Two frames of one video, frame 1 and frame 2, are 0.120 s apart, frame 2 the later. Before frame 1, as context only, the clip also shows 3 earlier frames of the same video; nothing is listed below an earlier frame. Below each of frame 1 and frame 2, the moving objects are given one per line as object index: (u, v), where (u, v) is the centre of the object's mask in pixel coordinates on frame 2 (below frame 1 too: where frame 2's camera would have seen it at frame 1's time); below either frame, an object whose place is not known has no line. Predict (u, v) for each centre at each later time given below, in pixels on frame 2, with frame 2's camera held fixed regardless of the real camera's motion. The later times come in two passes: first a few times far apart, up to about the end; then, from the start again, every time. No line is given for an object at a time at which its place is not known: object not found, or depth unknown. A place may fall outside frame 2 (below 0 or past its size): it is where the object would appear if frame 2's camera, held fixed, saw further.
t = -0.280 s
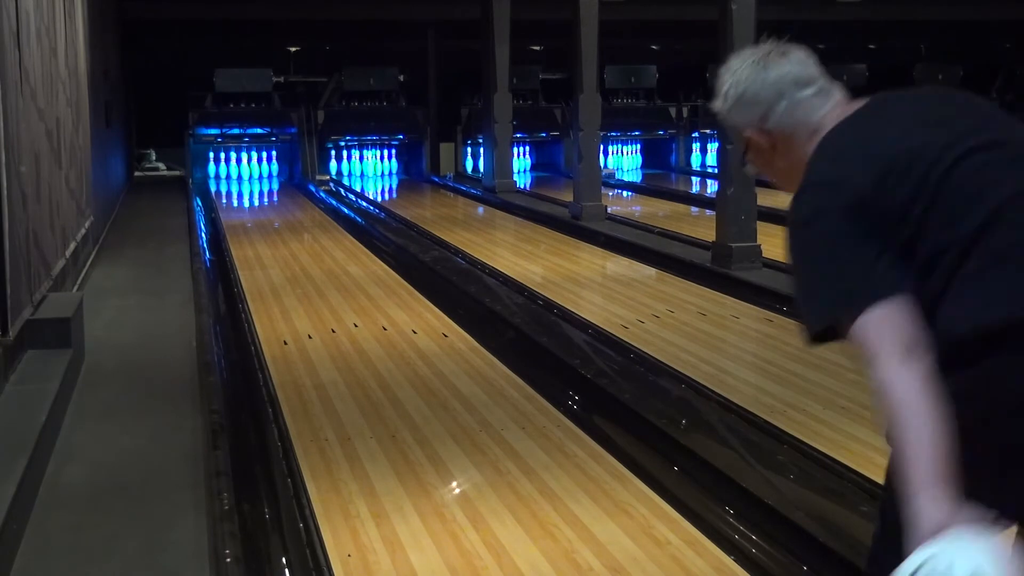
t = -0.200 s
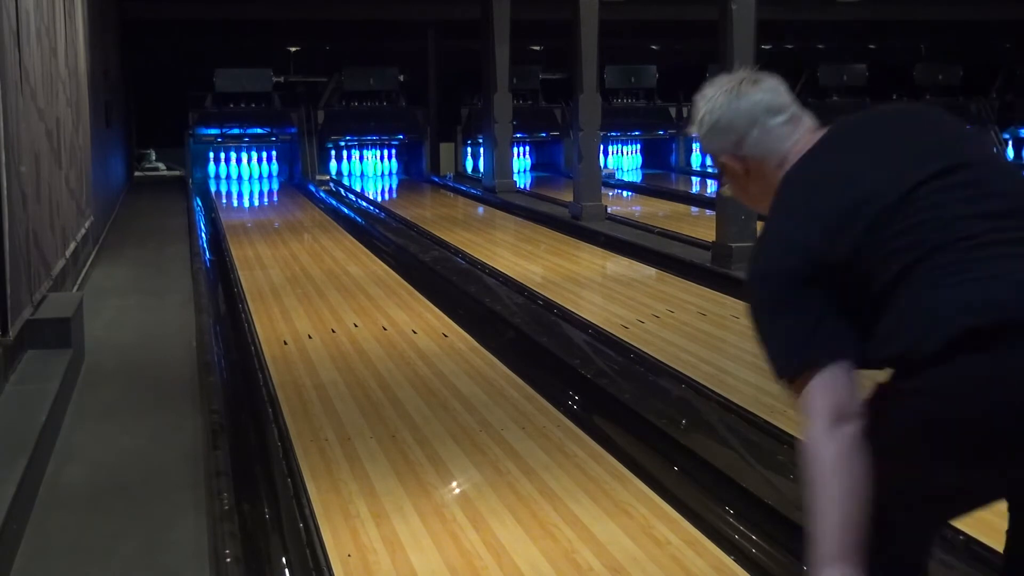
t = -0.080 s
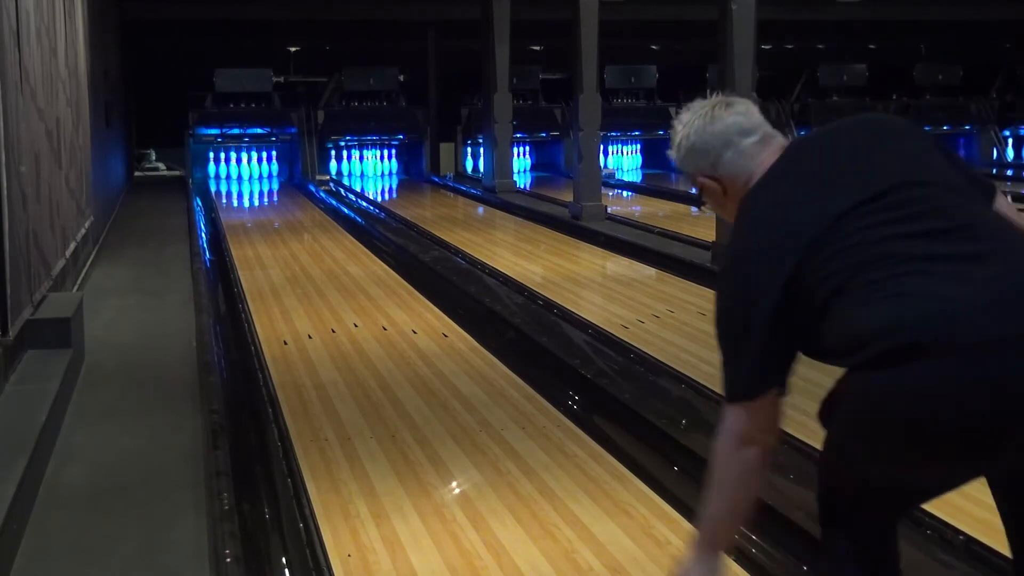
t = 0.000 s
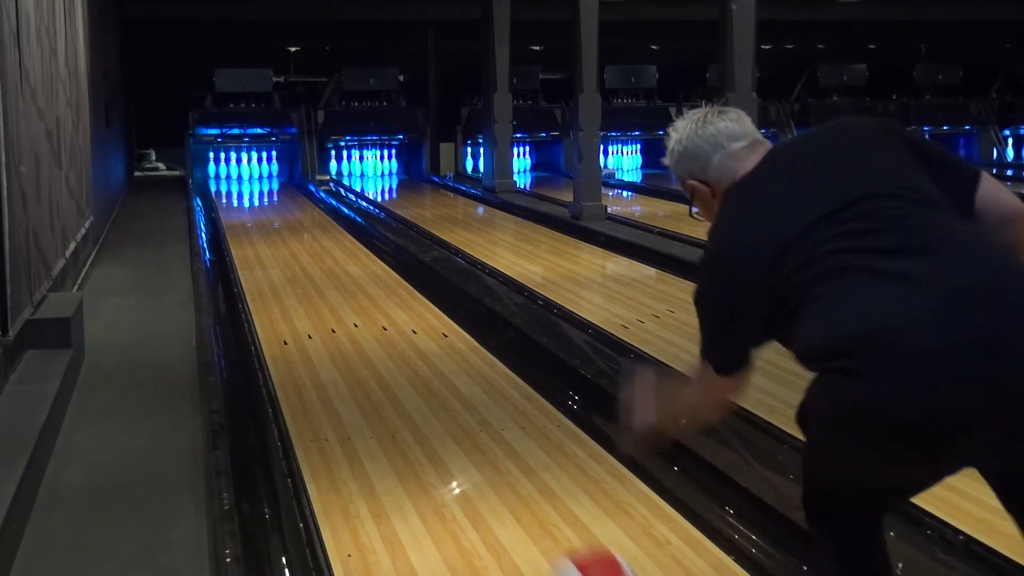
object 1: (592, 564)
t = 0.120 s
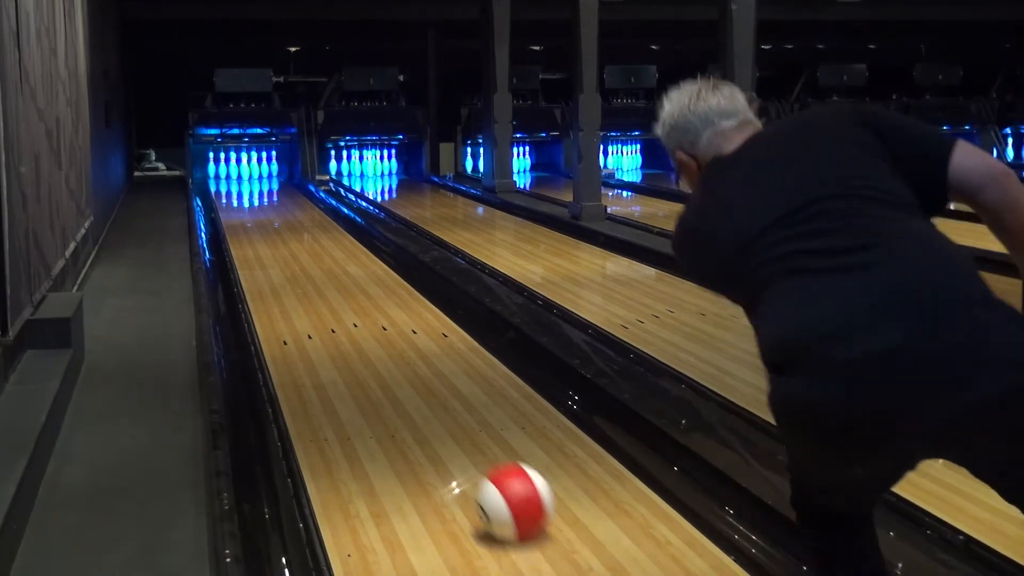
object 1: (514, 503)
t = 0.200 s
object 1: (477, 458)
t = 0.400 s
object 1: (408, 380)
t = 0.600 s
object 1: (364, 330)
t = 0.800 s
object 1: (334, 294)
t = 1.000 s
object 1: (311, 269)
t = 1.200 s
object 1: (294, 250)
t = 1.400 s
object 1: (280, 235)
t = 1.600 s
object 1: (270, 223)
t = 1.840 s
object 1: (261, 211)
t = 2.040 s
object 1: (254, 202)
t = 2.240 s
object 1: (249, 196)
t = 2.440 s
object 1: (243, 190)
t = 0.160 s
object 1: (494, 479)
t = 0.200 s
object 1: (477, 458)
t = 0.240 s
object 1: (460, 439)
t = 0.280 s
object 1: (446, 422)
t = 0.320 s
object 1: (431, 407)
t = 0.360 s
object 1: (420, 393)
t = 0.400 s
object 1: (408, 380)
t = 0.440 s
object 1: (397, 368)
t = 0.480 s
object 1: (387, 357)
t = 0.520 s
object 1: (378, 347)
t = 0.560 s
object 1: (370, 338)
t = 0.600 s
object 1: (364, 330)
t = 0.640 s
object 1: (356, 321)
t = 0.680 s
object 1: (350, 314)
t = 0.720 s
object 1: (344, 307)
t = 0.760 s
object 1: (338, 301)
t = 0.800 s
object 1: (334, 294)
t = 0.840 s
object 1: (328, 289)
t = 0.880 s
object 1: (324, 284)
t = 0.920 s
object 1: (320, 278)
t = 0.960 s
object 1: (316, 274)
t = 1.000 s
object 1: (311, 269)
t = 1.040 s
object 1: (307, 265)
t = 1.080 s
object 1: (304, 261)
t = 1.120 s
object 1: (300, 257)
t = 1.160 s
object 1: (297, 253)
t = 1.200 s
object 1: (294, 250)
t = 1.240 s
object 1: (292, 247)
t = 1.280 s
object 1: (289, 244)
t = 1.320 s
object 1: (286, 241)
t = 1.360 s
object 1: (283, 237)
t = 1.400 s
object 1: (280, 235)
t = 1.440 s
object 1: (278, 232)
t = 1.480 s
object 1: (276, 230)
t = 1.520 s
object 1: (274, 228)
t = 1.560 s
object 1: (271, 225)
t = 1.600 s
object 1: (270, 223)
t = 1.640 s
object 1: (268, 221)
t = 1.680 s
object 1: (267, 219)
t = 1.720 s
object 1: (265, 217)
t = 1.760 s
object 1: (263, 215)
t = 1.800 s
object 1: (262, 213)
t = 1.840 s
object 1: (261, 211)
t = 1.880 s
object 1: (259, 209)
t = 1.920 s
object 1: (257, 207)
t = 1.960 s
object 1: (256, 205)
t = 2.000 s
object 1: (255, 204)
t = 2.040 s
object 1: (254, 202)
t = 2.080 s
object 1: (253, 200)
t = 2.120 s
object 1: (251, 200)
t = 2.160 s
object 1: (250, 198)
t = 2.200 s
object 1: (248, 197)
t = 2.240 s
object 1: (249, 196)
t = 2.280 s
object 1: (247, 194)
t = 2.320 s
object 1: (246, 193)
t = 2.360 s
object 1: (245, 192)
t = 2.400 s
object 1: (244, 191)
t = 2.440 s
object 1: (243, 190)
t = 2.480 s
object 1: (242, 188)
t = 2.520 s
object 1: (241, 188)
